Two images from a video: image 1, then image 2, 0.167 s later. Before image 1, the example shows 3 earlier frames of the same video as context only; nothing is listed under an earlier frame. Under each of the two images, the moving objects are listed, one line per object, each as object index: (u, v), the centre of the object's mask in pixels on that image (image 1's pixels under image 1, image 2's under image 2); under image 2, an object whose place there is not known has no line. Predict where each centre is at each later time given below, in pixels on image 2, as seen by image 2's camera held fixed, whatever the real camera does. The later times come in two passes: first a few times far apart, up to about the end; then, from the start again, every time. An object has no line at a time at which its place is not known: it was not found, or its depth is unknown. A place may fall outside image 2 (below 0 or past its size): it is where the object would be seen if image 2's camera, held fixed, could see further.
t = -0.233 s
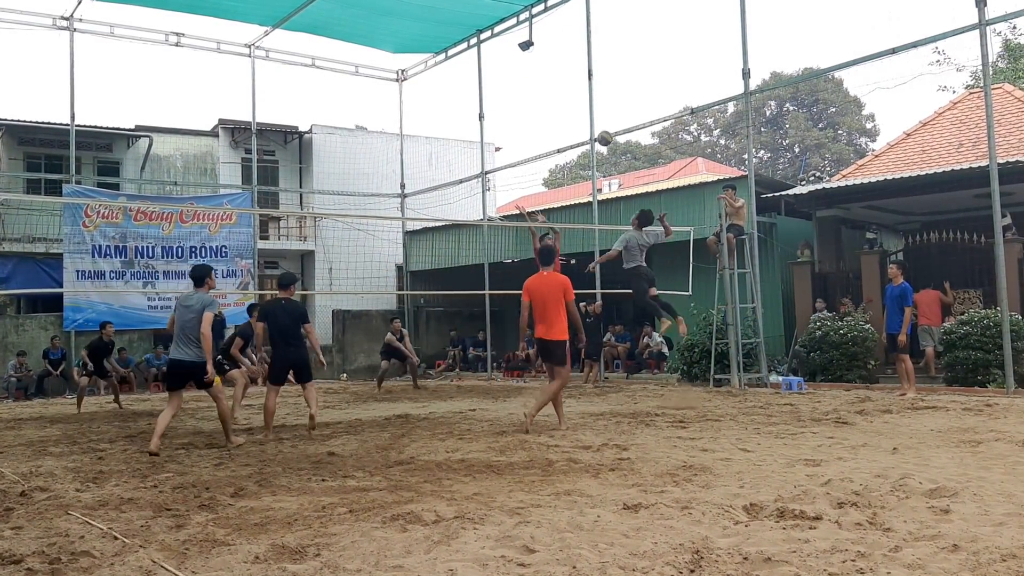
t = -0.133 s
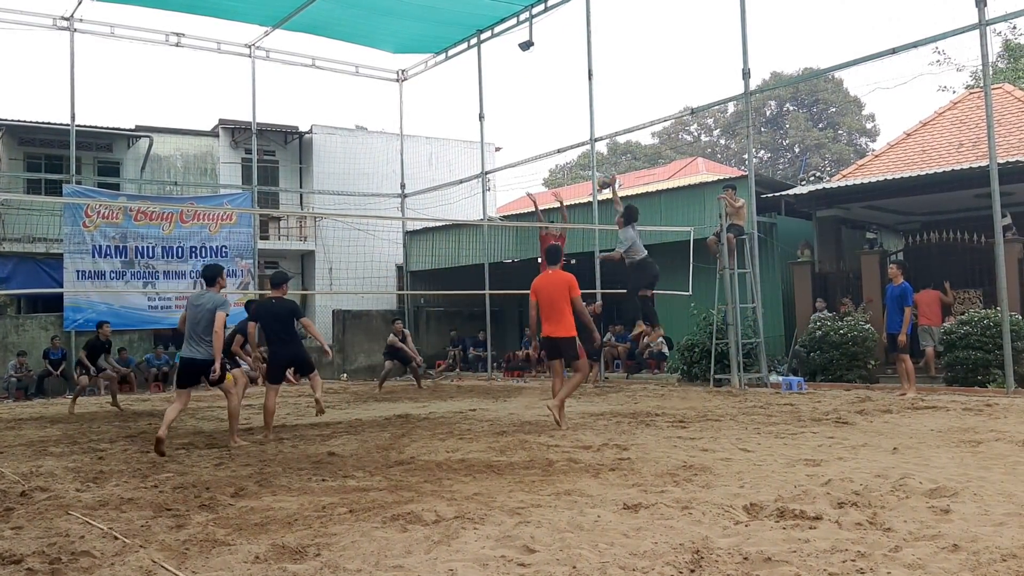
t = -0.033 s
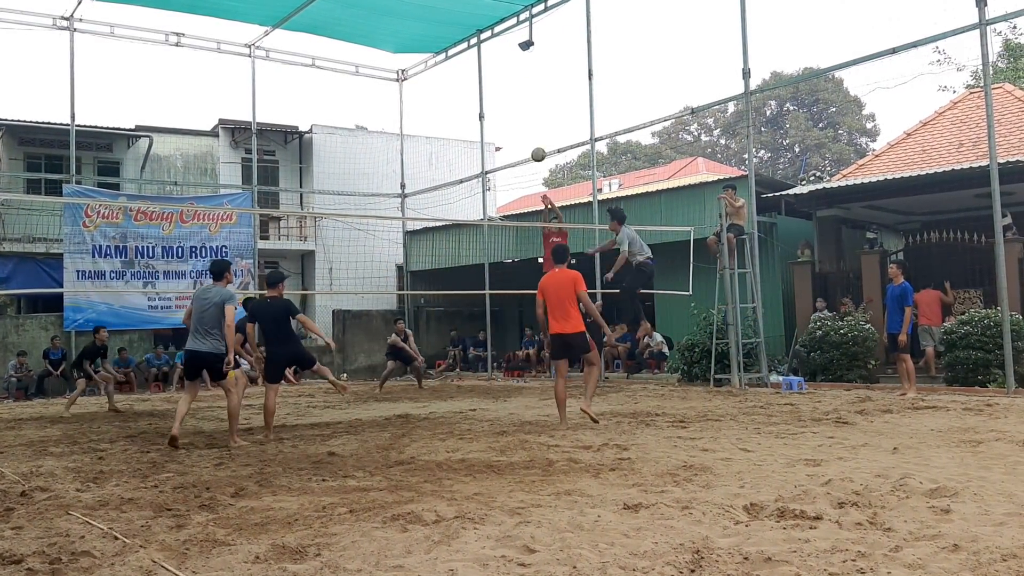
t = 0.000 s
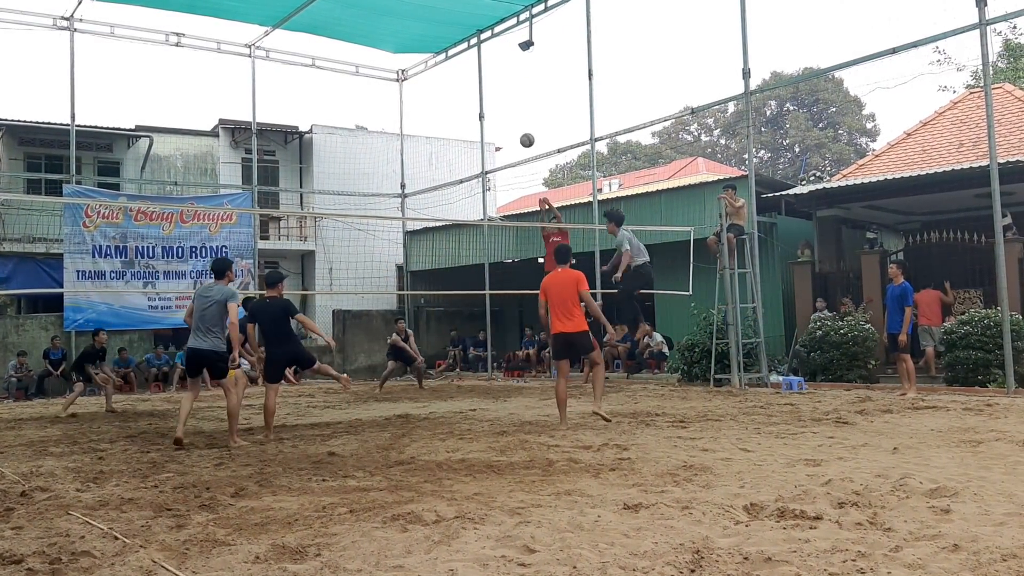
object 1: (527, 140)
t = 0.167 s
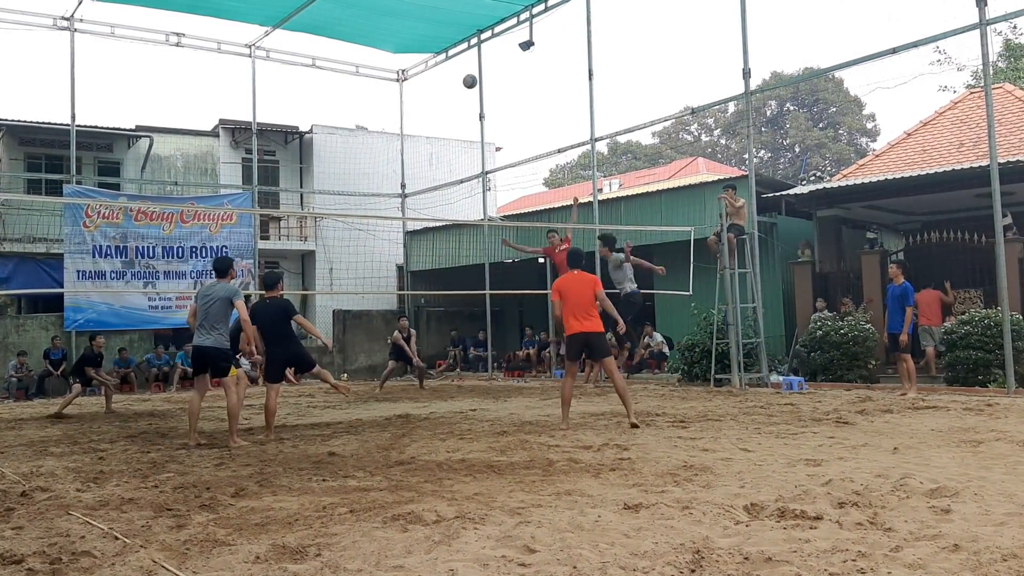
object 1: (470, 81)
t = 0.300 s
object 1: (425, 50)
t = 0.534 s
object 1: (348, 27)
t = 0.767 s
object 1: (274, 43)
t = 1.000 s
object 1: (204, 99)
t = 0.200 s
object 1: (458, 72)
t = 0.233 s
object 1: (447, 64)
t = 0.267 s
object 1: (436, 57)
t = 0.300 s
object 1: (425, 50)
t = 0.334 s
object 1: (413, 44)
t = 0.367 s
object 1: (402, 39)
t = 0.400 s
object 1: (391, 35)
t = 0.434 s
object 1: (380, 32)
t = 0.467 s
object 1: (369, 29)
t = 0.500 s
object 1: (359, 27)
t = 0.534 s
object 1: (348, 27)
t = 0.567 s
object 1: (337, 26)
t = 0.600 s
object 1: (327, 27)
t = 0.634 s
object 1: (316, 29)
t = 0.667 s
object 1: (306, 31)
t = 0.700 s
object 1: (295, 34)
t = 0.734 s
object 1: (285, 38)
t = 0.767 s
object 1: (274, 43)
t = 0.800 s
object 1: (264, 49)
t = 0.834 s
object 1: (254, 55)
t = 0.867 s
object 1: (244, 62)
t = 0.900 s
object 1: (234, 70)
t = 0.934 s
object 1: (224, 79)
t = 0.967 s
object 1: (214, 88)
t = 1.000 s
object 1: (204, 99)
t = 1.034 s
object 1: (195, 109)
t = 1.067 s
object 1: (185, 121)
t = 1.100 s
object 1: (175, 134)
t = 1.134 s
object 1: (166, 147)
